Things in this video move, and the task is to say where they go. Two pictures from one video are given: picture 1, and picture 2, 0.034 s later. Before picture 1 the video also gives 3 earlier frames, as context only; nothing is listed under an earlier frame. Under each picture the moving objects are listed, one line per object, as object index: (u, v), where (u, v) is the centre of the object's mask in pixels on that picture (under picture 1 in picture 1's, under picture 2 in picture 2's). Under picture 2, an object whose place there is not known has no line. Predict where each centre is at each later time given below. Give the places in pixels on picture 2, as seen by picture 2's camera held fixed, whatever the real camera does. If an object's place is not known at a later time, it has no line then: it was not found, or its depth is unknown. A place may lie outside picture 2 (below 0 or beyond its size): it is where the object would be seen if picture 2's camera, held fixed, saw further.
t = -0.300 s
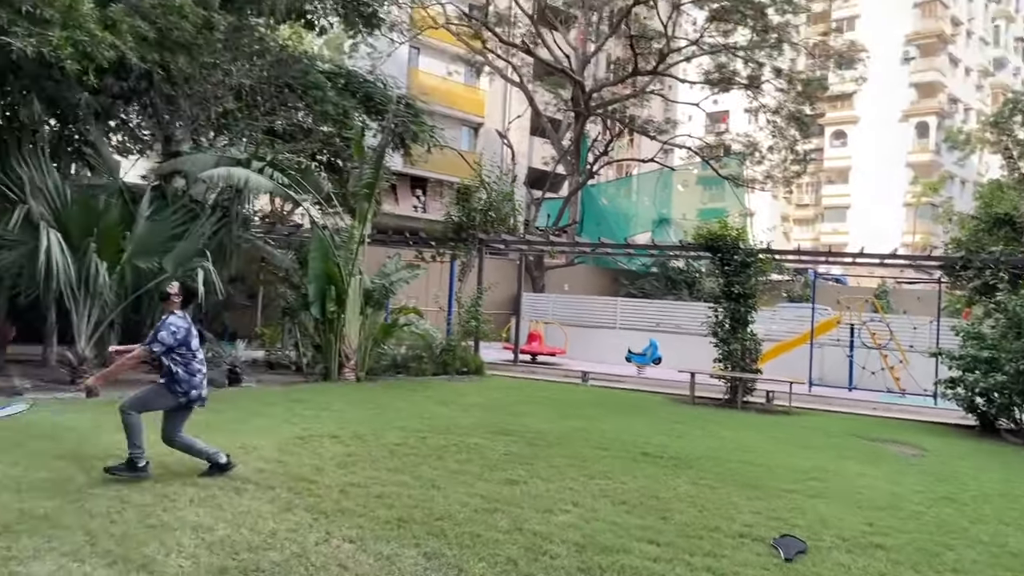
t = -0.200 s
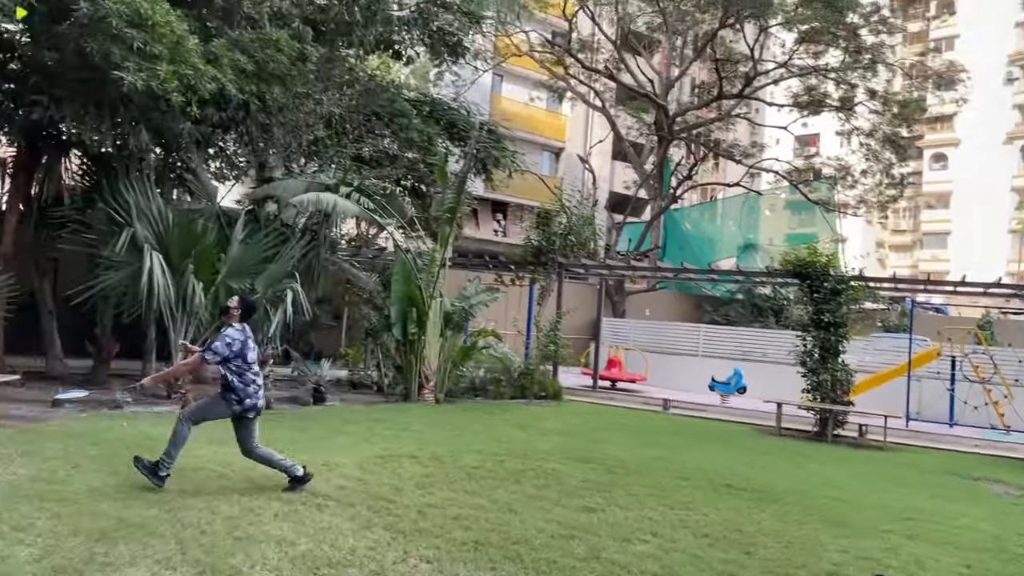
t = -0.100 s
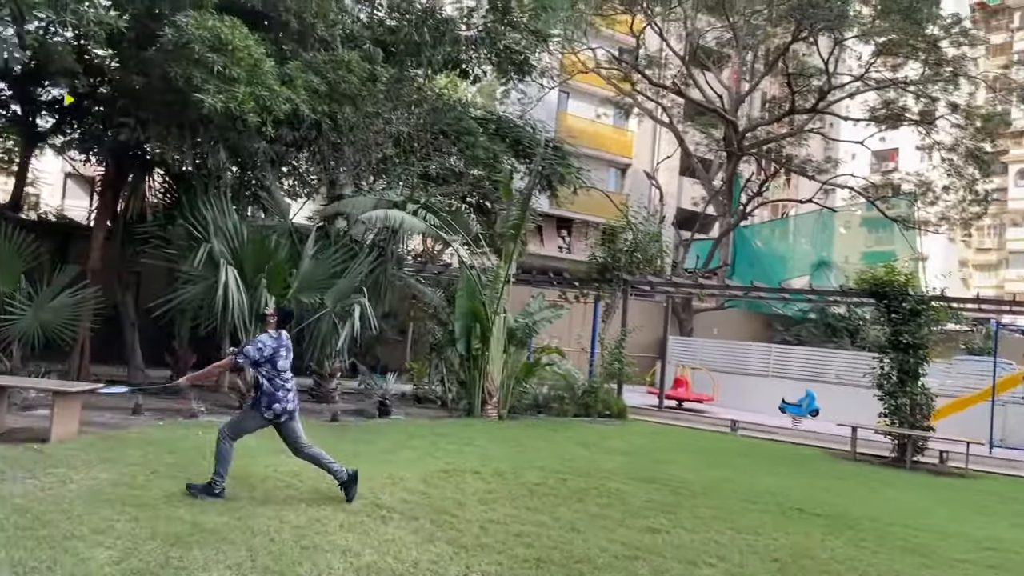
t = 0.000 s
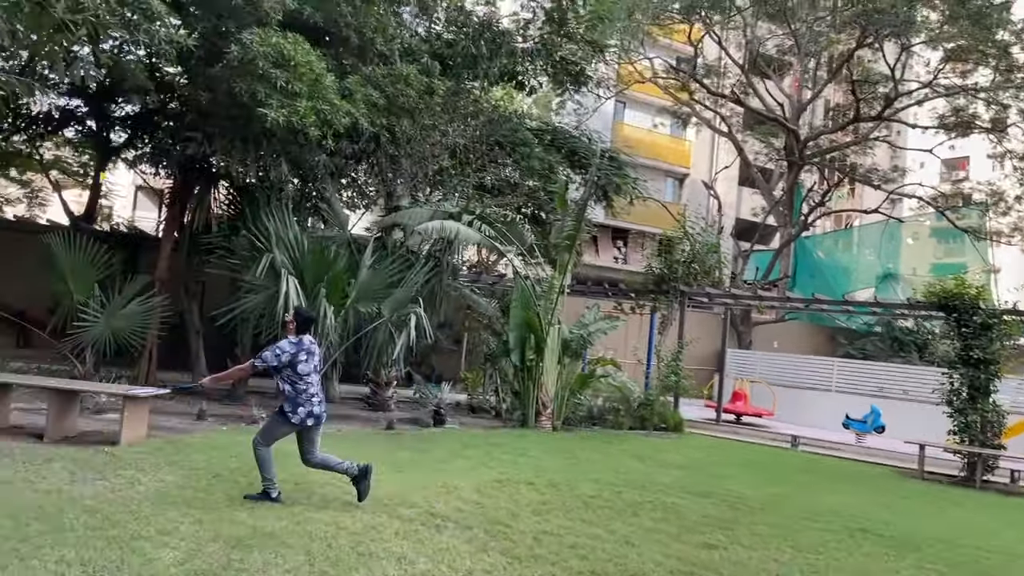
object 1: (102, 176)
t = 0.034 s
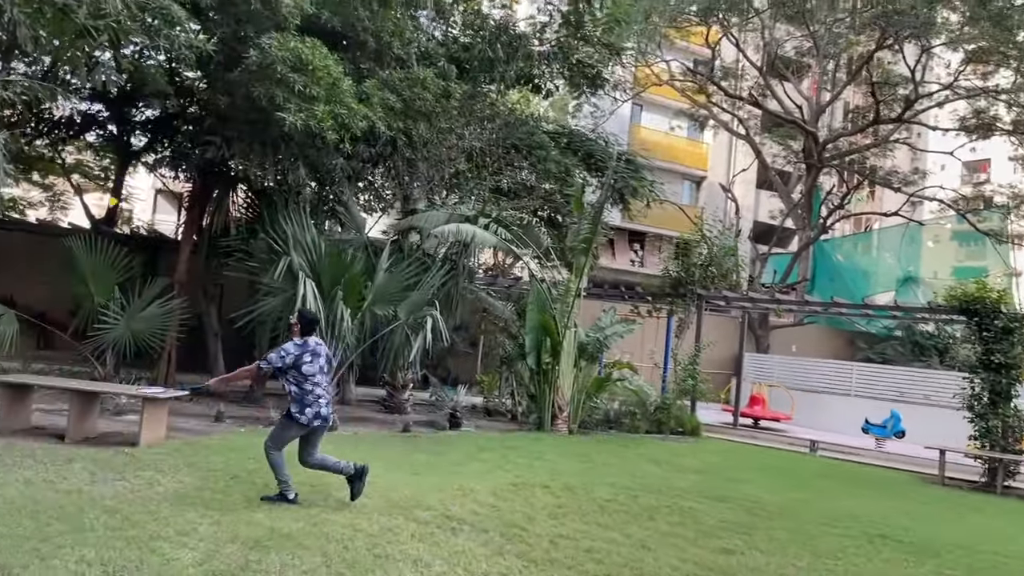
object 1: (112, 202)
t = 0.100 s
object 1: (90, 244)
